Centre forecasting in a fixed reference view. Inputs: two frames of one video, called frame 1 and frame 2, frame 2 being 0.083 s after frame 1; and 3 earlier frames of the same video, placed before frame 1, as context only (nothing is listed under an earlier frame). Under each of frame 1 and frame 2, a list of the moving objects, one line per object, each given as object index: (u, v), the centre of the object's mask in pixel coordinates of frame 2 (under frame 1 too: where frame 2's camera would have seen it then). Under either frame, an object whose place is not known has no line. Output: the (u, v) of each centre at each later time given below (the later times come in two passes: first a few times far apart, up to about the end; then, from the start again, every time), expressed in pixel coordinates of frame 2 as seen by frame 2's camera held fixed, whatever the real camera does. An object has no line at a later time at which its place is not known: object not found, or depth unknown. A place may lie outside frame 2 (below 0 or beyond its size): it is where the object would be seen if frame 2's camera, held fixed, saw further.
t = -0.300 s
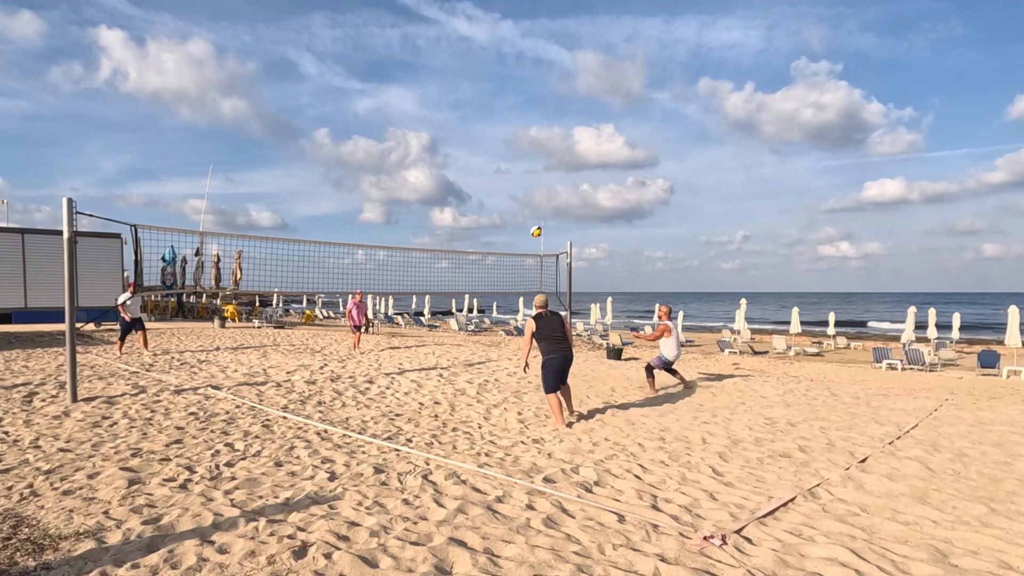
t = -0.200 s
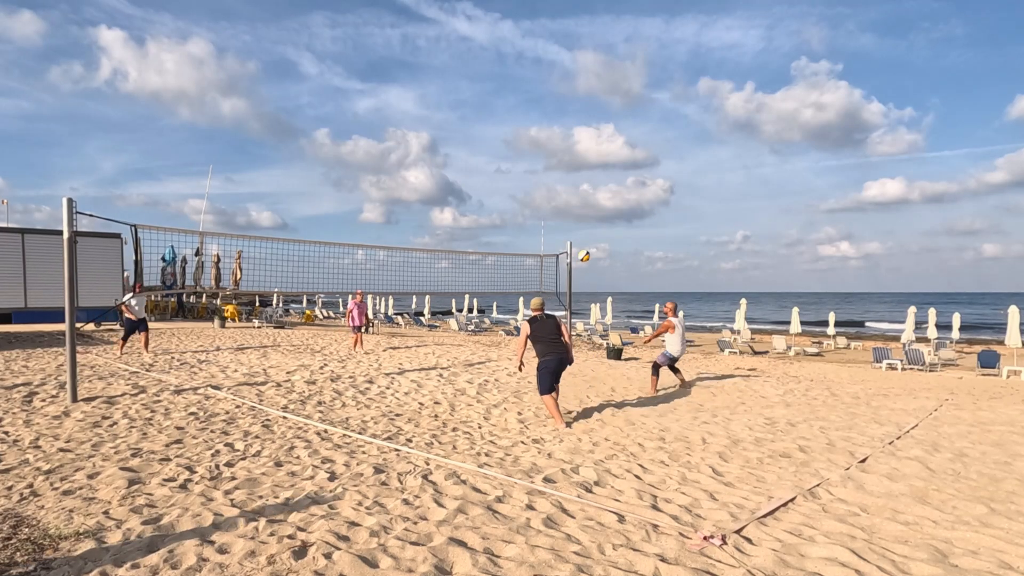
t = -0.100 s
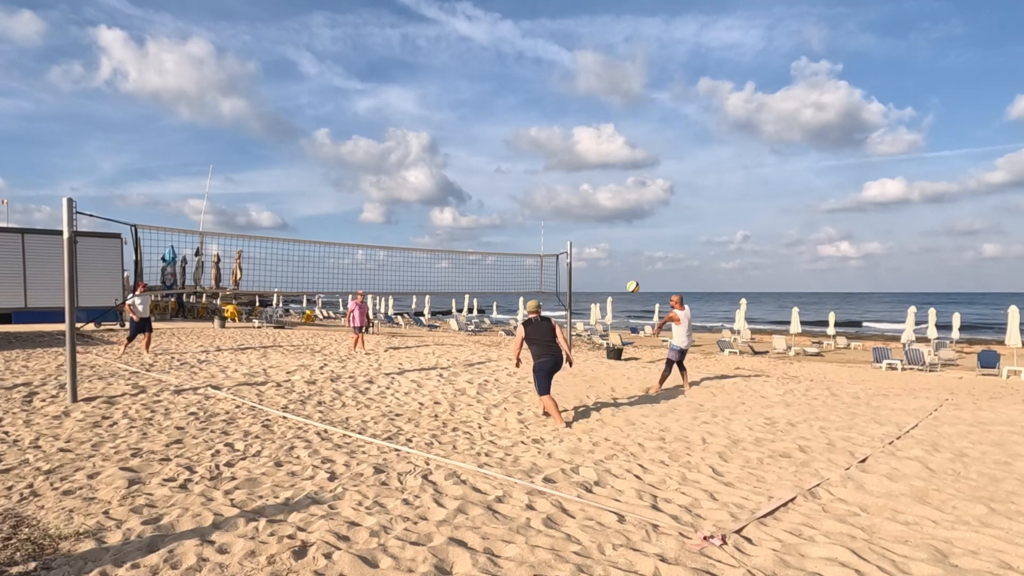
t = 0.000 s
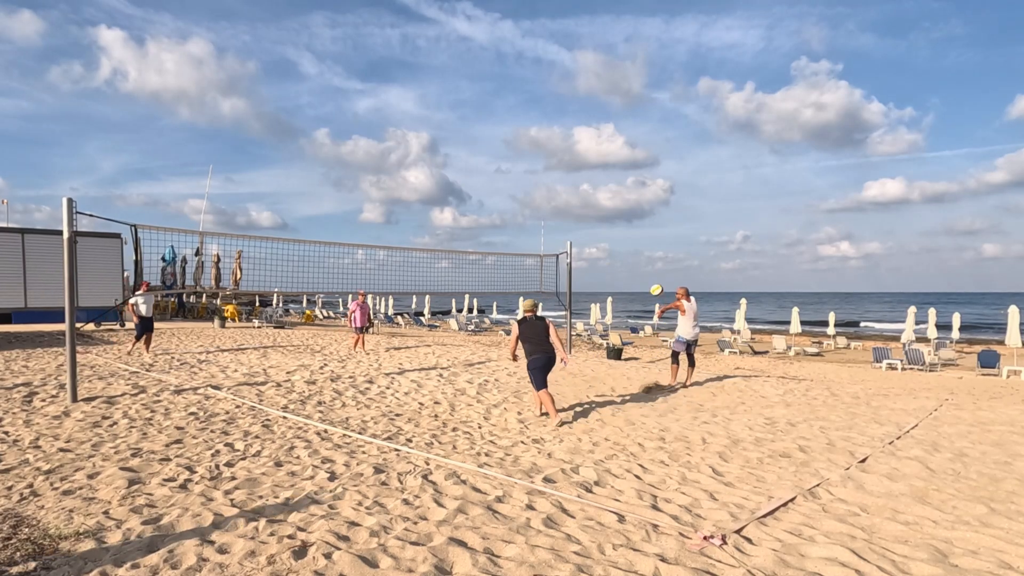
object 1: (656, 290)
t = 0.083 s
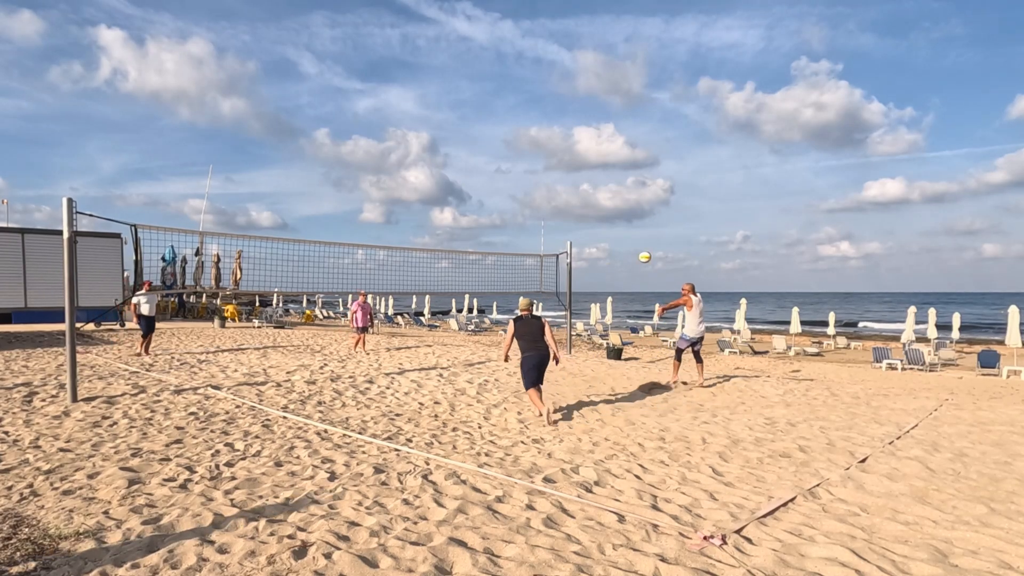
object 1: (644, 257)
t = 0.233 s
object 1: (622, 209)
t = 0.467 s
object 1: (590, 160)
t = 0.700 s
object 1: (558, 144)
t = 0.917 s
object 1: (530, 156)
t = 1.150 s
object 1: (502, 194)
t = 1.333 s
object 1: (482, 243)
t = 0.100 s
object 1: (642, 251)
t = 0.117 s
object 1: (640, 245)
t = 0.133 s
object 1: (637, 239)
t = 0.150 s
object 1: (635, 234)
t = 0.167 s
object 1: (632, 228)
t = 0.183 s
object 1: (630, 223)
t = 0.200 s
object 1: (627, 218)
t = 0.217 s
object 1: (625, 214)
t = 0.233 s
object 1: (622, 209)
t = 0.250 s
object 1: (620, 204)
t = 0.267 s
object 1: (618, 200)
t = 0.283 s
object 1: (615, 196)
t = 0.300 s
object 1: (613, 191)
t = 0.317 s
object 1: (610, 188)
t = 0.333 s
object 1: (608, 184)
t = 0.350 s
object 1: (605, 180)
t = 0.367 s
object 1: (603, 177)
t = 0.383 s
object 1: (601, 174)
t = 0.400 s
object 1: (598, 171)
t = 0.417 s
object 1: (596, 168)
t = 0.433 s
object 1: (594, 165)
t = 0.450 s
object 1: (592, 162)
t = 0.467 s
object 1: (590, 160)
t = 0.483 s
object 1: (587, 158)
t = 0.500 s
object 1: (585, 156)
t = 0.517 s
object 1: (583, 154)
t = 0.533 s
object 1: (581, 152)
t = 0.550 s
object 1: (578, 150)
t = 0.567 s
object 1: (576, 149)
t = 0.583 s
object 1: (574, 148)
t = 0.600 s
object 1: (572, 147)
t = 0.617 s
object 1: (569, 146)
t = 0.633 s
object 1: (567, 145)
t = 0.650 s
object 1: (565, 144)
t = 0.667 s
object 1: (563, 144)
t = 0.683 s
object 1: (561, 144)
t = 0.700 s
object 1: (558, 144)
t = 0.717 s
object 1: (556, 144)
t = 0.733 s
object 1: (554, 144)
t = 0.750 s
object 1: (552, 144)
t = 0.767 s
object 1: (550, 145)
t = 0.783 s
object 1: (548, 145)
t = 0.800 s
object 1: (545, 146)
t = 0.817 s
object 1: (543, 147)
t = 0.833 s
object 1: (541, 148)
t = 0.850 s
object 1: (539, 149)
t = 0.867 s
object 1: (537, 151)
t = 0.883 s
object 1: (535, 152)
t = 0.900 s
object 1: (533, 154)
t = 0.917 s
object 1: (530, 156)
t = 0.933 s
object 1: (528, 157)
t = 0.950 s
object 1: (526, 159)
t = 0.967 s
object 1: (524, 161)
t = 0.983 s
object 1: (522, 163)
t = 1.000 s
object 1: (520, 166)
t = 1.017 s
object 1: (518, 169)
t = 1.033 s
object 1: (516, 171)
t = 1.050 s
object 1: (514, 174)
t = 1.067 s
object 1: (512, 177)
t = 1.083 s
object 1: (510, 180)
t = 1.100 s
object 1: (508, 184)
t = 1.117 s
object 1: (506, 187)
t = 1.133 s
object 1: (504, 191)
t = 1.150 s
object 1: (502, 194)
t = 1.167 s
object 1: (500, 198)
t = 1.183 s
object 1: (498, 202)
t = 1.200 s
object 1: (497, 206)
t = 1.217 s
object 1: (495, 210)
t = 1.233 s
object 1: (493, 215)
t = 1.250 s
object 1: (491, 219)
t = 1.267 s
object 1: (489, 224)
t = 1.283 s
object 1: (487, 228)
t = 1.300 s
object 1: (485, 233)
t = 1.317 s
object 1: (483, 238)
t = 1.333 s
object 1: (482, 243)
